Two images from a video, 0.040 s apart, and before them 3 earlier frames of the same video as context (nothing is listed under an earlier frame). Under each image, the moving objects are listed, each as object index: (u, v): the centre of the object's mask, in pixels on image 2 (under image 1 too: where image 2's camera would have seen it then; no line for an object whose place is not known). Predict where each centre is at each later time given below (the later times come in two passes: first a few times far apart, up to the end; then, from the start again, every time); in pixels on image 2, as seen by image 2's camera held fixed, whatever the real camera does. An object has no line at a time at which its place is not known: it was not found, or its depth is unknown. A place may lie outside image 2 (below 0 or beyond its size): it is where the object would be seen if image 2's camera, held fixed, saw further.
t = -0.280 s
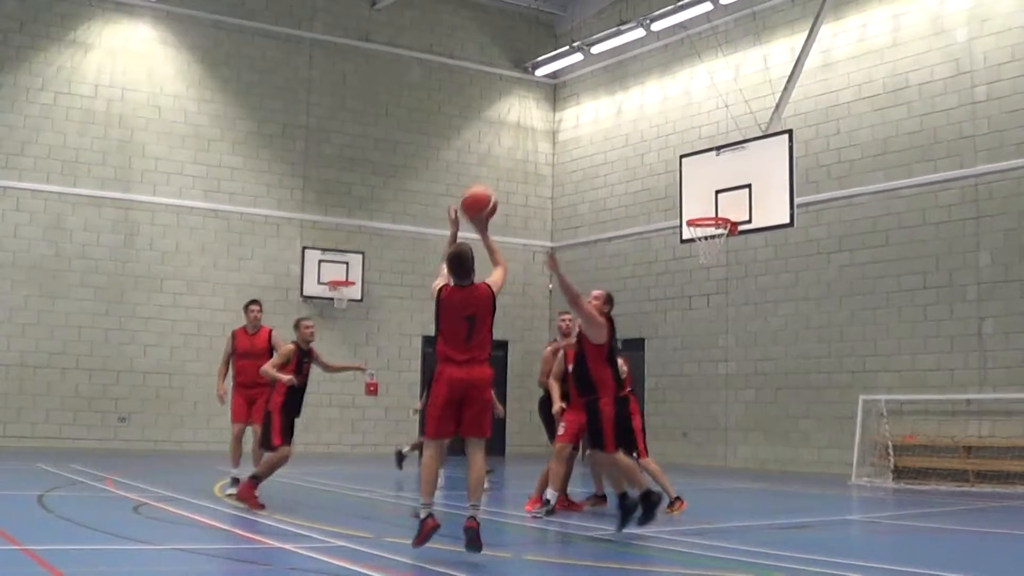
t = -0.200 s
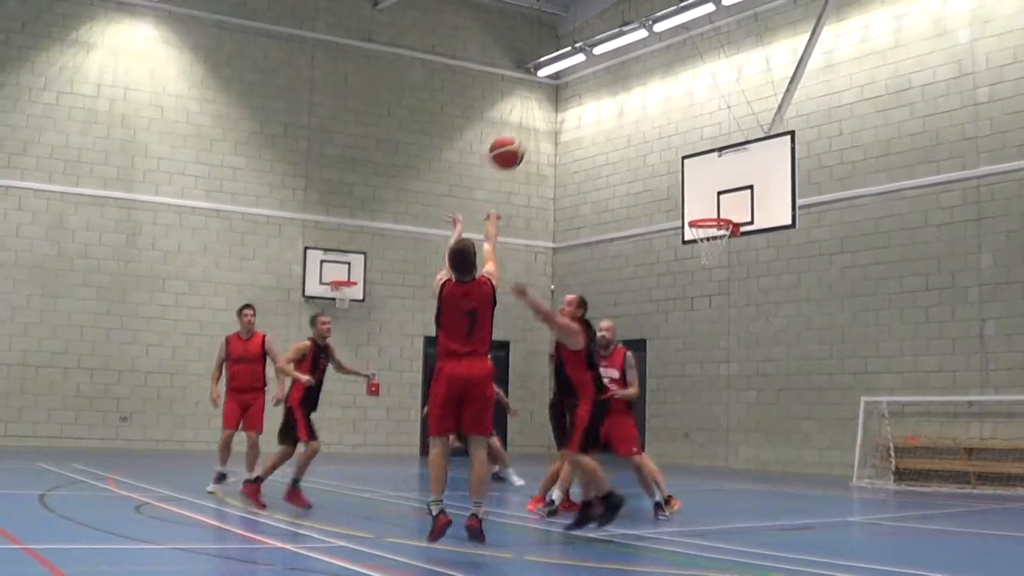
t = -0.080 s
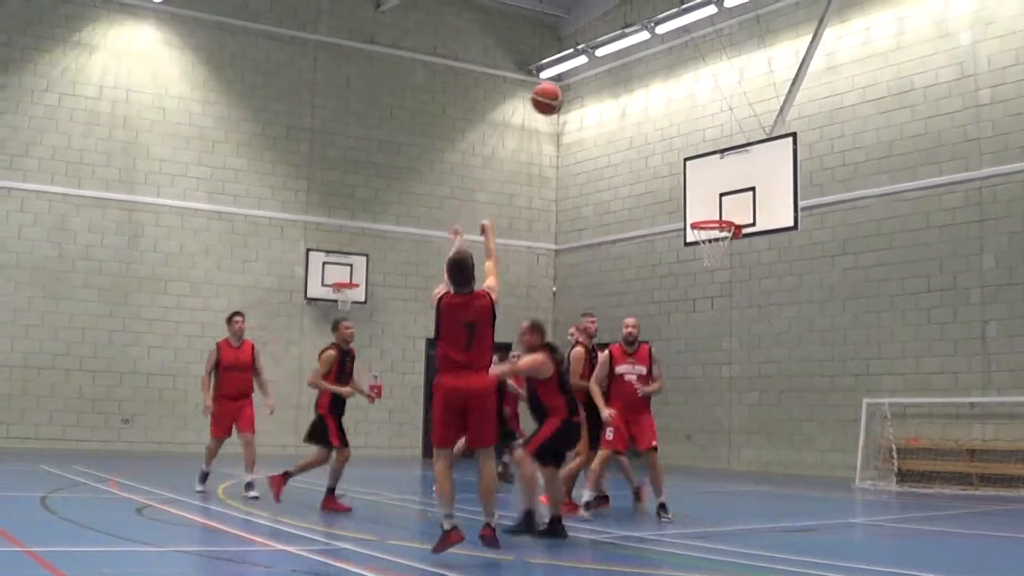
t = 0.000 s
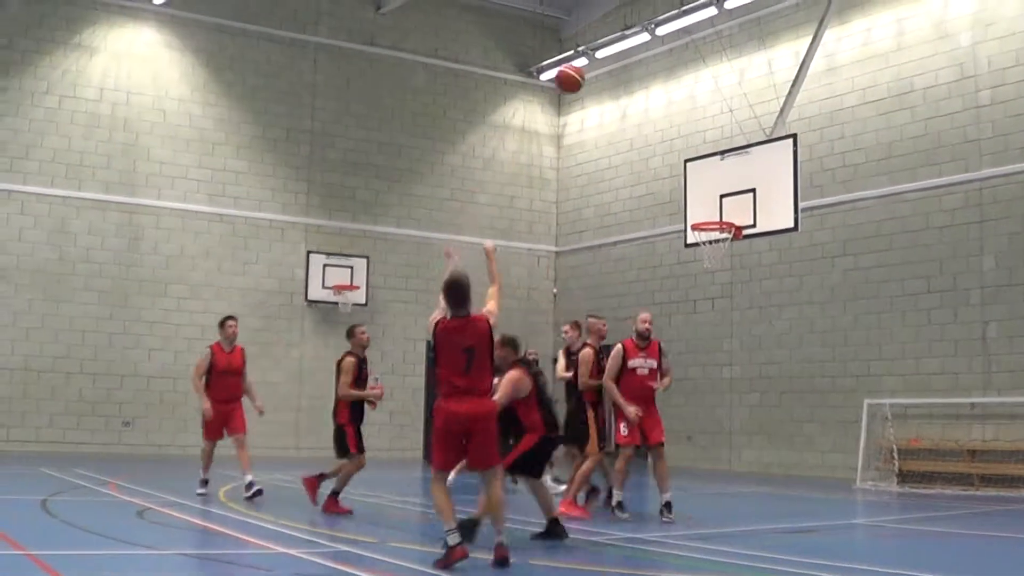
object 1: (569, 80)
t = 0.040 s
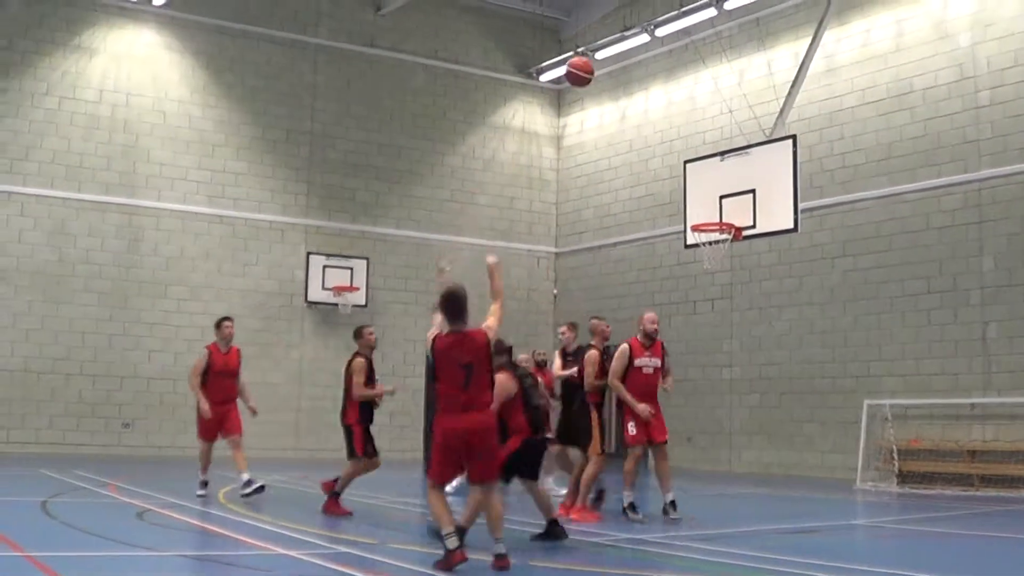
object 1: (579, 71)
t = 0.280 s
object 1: (629, 66)
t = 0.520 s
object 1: (669, 116)
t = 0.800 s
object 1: (706, 212)
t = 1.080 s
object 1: (685, 213)
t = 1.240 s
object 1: (649, 232)
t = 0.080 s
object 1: (588, 67)
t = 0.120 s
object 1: (597, 63)
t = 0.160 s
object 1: (606, 62)
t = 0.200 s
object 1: (614, 62)
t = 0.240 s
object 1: (623, 64)
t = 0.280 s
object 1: (629, 66)
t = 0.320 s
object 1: (636, 71)
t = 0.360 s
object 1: (643, 77)
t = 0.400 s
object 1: (650, 85)
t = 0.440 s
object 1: (657, 94)
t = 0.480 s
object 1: (663, 105)
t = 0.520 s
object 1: (669, 116)
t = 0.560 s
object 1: (676, 128)
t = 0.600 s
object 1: (681, 142)
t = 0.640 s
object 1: (687, 157)
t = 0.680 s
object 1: (693, 172)
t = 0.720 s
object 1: (697, 189)
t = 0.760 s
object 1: (703, 207)
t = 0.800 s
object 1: (706, 212)
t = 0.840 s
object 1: (709, 211)
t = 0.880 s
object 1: (713, 212)
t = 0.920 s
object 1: (716, 213)
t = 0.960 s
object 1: (713, 212)
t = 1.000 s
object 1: (703, 212)
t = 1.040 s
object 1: (694, 212)
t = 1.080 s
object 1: (685, 213)
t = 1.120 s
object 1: (676, 216)
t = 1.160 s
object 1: (667, 220)
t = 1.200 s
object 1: (658, 225)
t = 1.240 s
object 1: (649, 232)
